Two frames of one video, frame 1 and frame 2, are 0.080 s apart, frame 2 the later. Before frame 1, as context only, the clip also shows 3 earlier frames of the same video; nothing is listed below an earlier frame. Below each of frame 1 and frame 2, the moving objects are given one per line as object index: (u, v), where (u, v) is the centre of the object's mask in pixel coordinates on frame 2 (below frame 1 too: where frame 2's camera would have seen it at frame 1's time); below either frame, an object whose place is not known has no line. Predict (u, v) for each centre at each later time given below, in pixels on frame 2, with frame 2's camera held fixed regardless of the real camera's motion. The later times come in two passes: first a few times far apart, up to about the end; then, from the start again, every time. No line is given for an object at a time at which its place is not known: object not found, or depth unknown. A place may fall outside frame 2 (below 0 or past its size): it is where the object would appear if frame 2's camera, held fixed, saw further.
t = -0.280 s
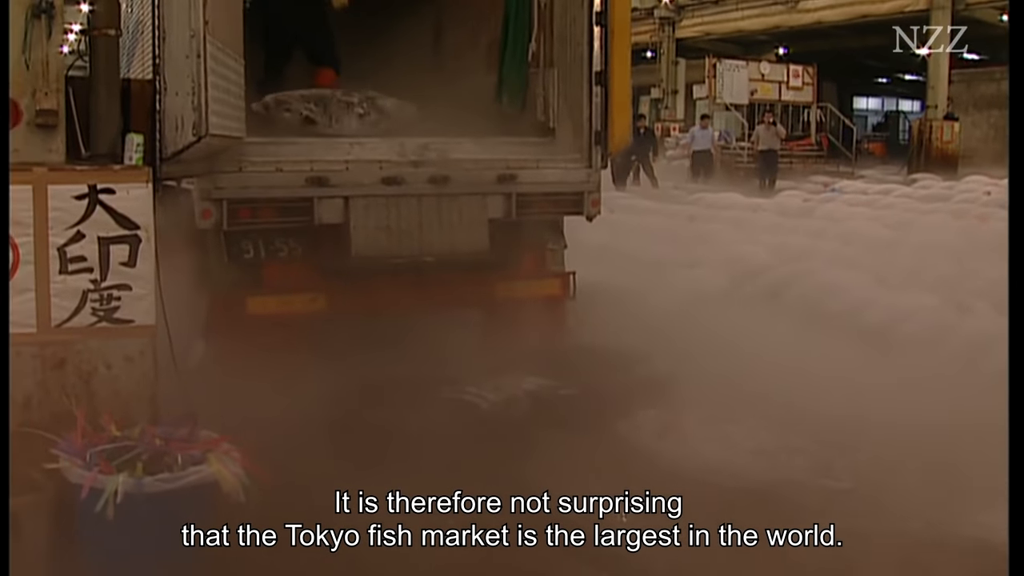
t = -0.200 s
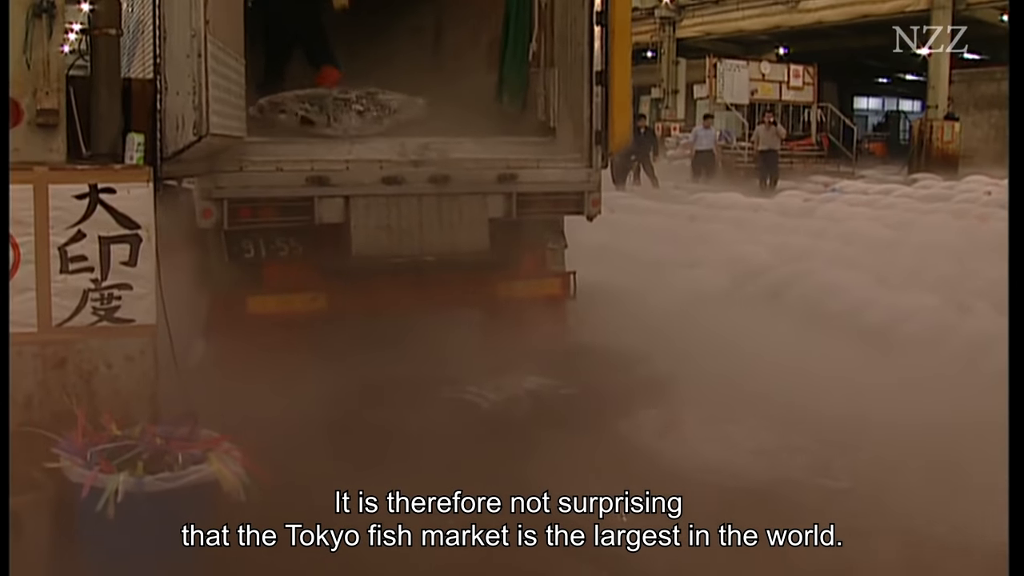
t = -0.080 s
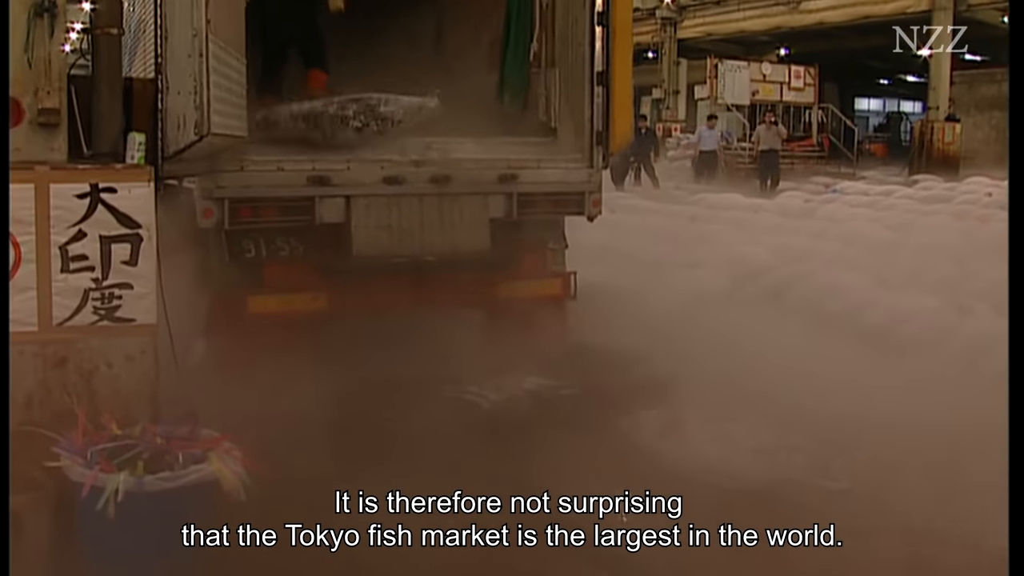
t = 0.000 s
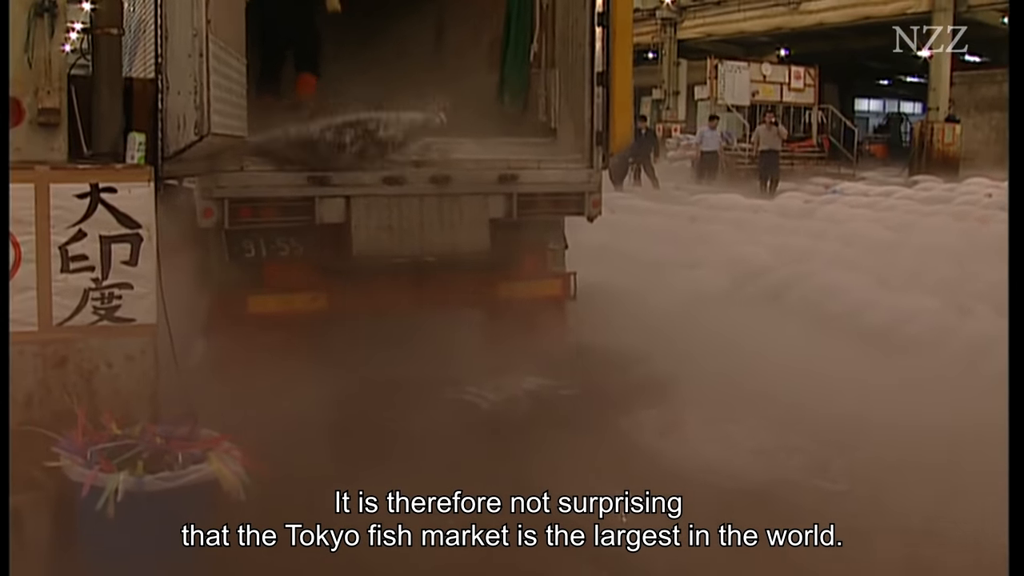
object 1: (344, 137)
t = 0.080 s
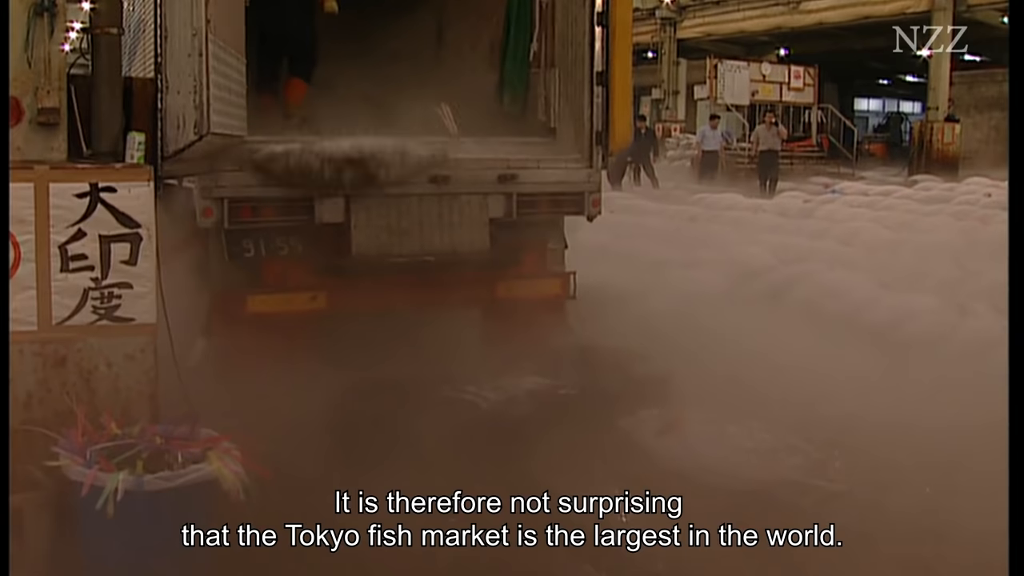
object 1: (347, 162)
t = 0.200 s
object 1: (355, 223)
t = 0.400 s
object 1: (352, 378)
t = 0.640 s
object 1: (377, 364)
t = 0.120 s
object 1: (348, 178)
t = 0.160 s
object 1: (352, 197)
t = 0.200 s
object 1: (355, 223)
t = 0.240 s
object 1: (355, 248)
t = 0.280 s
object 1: (357, 278)
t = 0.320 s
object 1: (359, 314)
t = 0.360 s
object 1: (358, 352)
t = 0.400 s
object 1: (352, 378)
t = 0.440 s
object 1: (356, 391)
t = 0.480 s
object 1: (361, 386)
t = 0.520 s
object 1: (368, 379)
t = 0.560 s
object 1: (371, 372)
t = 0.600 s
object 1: (374, 367)
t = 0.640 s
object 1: (377, 364)
